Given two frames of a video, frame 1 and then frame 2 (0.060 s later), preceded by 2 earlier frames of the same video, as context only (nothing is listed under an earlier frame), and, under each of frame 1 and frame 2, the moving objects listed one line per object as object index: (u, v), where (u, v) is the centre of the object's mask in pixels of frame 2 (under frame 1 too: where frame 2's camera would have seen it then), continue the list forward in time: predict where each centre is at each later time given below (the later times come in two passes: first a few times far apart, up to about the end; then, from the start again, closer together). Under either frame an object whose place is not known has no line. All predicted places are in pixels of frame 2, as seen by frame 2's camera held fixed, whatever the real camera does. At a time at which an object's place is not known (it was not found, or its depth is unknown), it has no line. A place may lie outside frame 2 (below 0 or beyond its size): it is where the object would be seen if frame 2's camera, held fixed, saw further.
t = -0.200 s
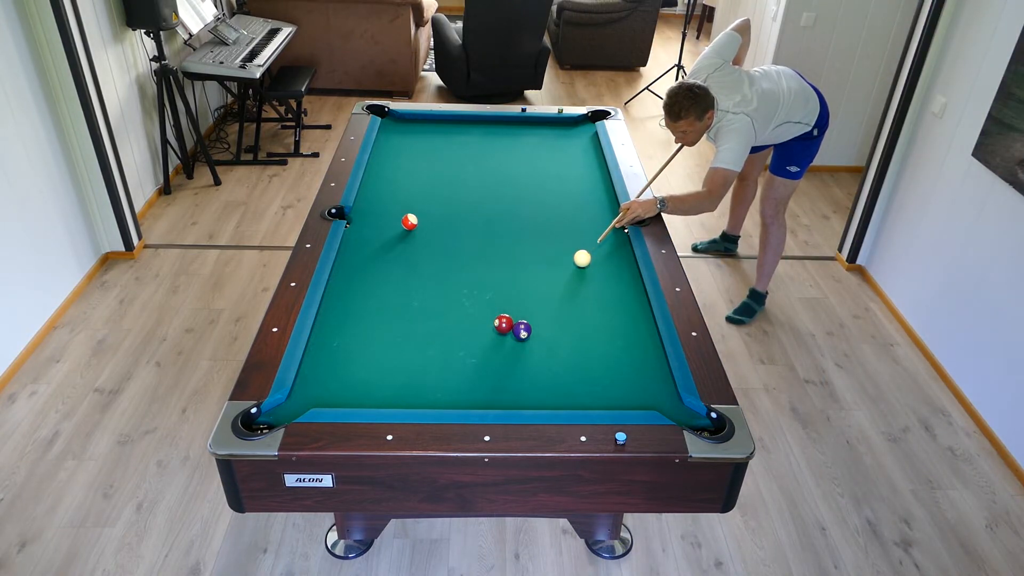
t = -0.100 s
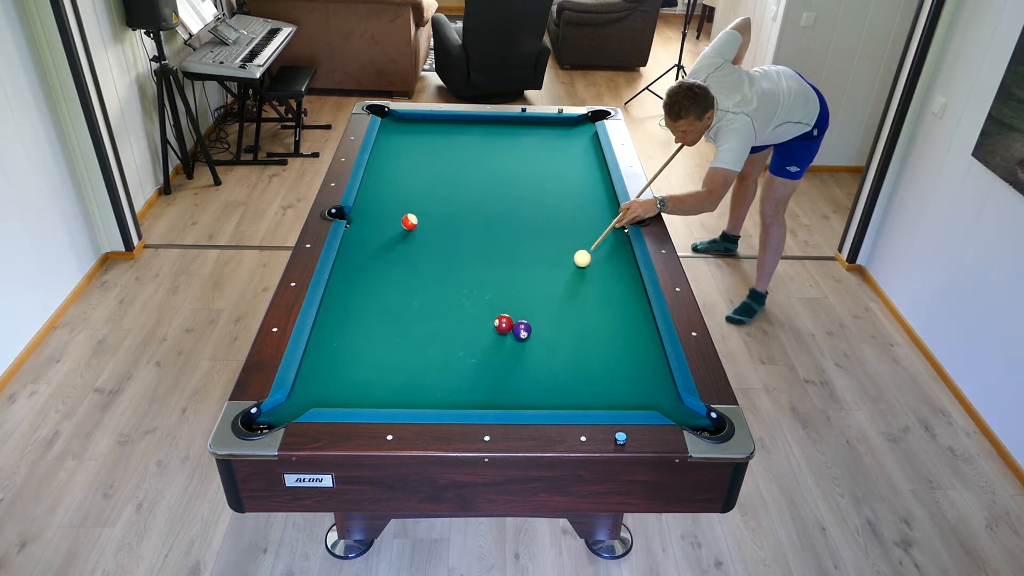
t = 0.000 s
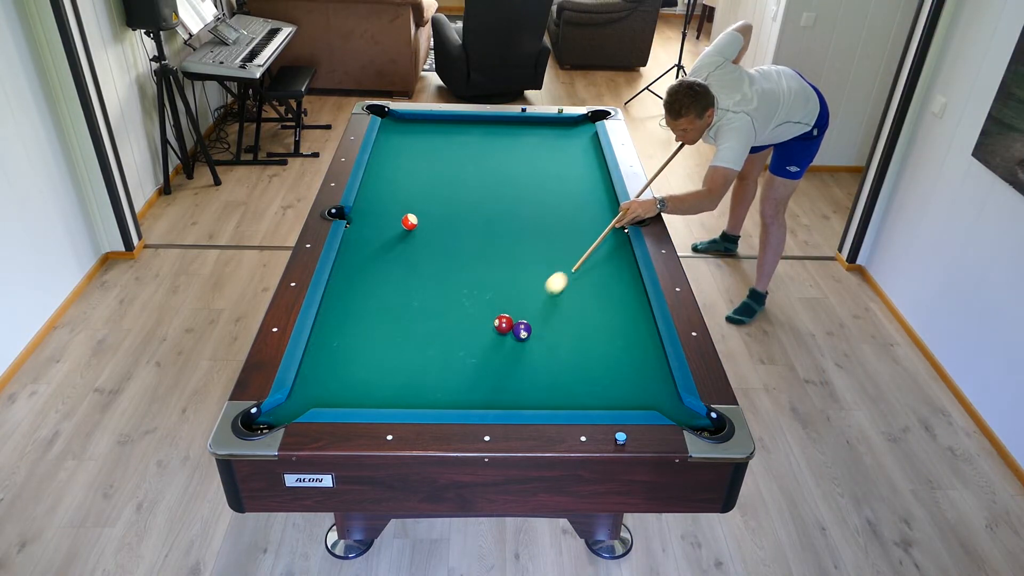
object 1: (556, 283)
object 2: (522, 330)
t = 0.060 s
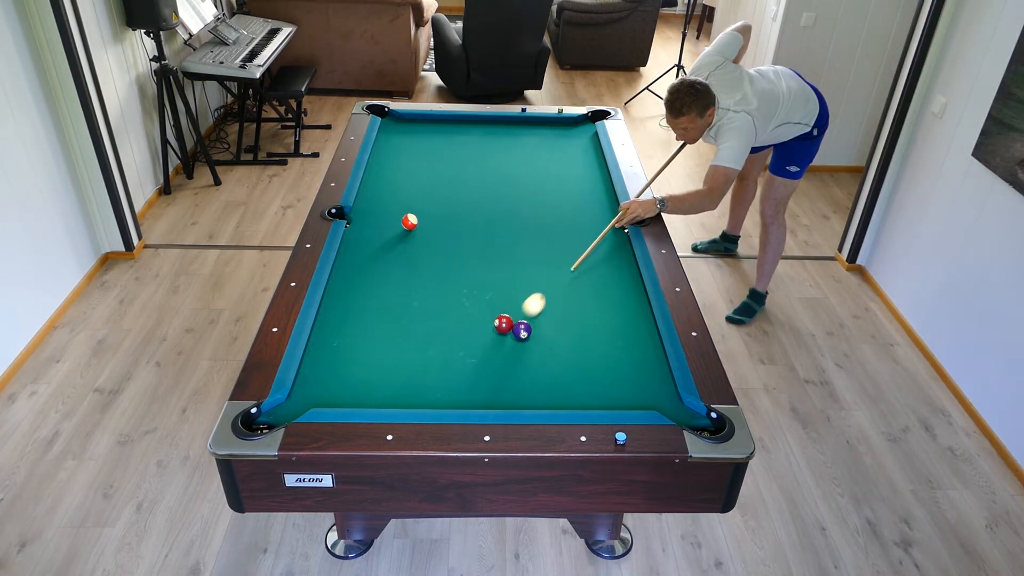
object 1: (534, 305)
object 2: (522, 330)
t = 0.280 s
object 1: (541, 313)
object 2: (528, 360)
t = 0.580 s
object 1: (571, 305)
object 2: (537, 402)
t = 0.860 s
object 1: (596, 297)
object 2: (540, 379)
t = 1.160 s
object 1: (620, 291)
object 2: (543, 358)
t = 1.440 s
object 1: (634, 285)
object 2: (545, 341)
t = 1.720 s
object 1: (623, 282)
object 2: (545, 326)
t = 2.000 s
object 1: (614, 279)
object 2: (545, 314)
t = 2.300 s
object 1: (606, 276)
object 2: (545, 303)
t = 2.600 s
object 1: (600, 275)
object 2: (543, 293)
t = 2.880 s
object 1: (596, 274)
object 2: (541, 287)
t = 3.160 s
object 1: (594, 273)
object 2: (539, 281)
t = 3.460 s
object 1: (593, 272)
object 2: (536, 277)
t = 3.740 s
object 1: (593, 272)
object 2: (534, 274)
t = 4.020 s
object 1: (593, 272)
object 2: (532, 272)
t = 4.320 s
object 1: (593, 272)
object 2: (530, 271)
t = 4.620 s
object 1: (593, 272)
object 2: (530, 271)
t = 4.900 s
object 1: (593, 272)
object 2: (530, 271)
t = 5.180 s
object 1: (593, 272)
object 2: (530, 271)
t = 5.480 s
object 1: (593, 272)
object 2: (530, 272)
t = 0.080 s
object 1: (527, 311)
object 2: (522, 330)
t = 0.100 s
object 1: (521, 316)
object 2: (522, 332)
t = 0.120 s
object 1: (523, 317)
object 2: (523, 335)
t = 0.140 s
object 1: (525, 317)
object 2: (523, 338)
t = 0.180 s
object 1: (530, 316)
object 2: (525, 344)
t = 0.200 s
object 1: (532, 316)
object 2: (525, 347)
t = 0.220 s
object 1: (534, 315)
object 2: (526, 350)
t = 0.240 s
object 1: (536, 314)
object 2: (527, 353)
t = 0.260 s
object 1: (539, 314)
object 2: (527, 356)
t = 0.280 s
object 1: (541, 313)
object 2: (528, 360)
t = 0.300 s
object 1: (543, 313)
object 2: (528, 362)
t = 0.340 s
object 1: (547, 312)
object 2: (530, 368)
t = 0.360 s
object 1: (549, 311)
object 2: (530, 372)
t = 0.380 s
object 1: (551, 310)
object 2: (531, 375)
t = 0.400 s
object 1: (553, 310)
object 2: (532, 378)
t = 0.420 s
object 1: (555, 309)
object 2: (532, 381)
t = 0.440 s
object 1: (557, 309)
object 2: (533, 384)
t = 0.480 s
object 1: (561, 308)
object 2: (534, 391)
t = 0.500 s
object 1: (563, 307)
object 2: (535, 394)
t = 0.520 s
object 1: (565, 306)
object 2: (536, 398)
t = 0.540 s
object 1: (567, 306)
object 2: (536, 400)
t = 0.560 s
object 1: (569, 305)
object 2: (537, 402)
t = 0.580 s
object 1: (571, 305)
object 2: (537, 402)
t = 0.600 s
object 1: (573, 304)
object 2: (537, 400)
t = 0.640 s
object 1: (577, 303)
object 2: (538, 397)
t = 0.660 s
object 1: (579, 303)
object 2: (538, 395)
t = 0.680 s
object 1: (580, 302)
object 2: (538, 394)
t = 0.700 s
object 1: (582, 302)
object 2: (539, 392)
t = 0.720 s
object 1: (584, 301)
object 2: (539, 391)
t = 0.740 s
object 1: (586, 301)
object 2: (539, 389)
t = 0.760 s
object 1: (587, 300)
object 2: (539, 387)
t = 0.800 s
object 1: (591, 299)
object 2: (540, 383)
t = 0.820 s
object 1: (593, 299)
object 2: (540, 382)
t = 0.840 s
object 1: (594, 298)
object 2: (540, 380)
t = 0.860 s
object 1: (596, 297)
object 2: (540, 379)
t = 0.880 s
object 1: (598, 297)
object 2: (540, 378)
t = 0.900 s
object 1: (599, 297)
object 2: (541, 376)
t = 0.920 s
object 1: (601, 296)
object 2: (541, 374)
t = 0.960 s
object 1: (604, 295)
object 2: (541, 372)
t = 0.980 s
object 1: (606, 295)
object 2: (542, 370)
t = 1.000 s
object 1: (607, 294)
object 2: (542, 369)
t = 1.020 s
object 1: (609, 294)
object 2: (542, 367)
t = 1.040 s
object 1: (611, 294)
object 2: (542, 366)
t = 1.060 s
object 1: (612, 293)
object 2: (542, 364)
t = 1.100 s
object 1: (615, 292)
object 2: (543, 362)
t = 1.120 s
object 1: (617, 292)
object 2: (543, 360)
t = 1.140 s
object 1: (618, 291)
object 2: (543, 359)
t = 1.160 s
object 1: (620, 291)
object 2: (543, 358)
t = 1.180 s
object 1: (621, 291)
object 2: (543, 357)
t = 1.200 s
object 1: (622, 290)
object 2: (543, 355)
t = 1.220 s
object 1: (624, 290)
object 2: (543, 354)
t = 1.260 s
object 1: (627, 289)
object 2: (544, 351)
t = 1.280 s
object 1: (628, 288)
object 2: (544, 350)
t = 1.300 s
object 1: (630, 288)
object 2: (544, 349)
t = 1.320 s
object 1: (631, 288)
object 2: (544, 347)
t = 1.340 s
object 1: (632, 287)
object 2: (544, 346)
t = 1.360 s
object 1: (634, 287)
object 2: (544, 345)
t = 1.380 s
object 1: (635, 286)
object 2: (544, 344)
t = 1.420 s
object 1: (635, 286)
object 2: (544, 342)
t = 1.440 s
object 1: (634, 285)
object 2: (545, 341)
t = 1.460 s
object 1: (633, 285)
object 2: (544, 340)
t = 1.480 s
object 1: (632, 285)
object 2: (545, 339)
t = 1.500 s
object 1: (631, 285)
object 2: (545, 337)
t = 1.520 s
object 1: (631, 284)
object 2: (545, 336)
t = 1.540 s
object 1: (630, 284)
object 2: (545, 335)
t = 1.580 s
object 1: (628, 284)
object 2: (545, 333)
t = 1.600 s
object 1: (628, 283)
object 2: (545, 332)
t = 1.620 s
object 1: (627, 283)
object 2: (545, 331)
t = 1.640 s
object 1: (626, 283)
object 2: (545, 330)
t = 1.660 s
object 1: (625, 283)
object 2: (545, 329)
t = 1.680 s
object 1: (625, 282)
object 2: (545, 328)
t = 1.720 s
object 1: (623, 282)
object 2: (545, 326)
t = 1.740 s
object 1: (623, 282)
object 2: (545, 325)
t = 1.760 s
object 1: (622, 281)
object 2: (545, 324)
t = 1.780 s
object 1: (621, 281)
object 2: (545, 323)
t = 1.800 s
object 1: (621, 281)
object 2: (545, 322)
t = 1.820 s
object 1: (620, 281)
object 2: (545, 321)
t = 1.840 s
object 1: (619, 281)
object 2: (545, 321)
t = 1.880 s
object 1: (618, 280)
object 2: (545, 319)
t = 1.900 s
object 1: (617, 280)
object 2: (545, 318)
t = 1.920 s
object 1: (617, 280)
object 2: (545, 317)
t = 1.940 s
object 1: (616, 279)
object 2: (545, 316)
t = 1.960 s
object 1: (615, 279)
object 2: (545, 315)
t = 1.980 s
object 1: (615, 279)
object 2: (545, 315)
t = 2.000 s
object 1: (614, 279)
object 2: (545, 314)
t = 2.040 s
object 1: (613, 278)
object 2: (545, 312)
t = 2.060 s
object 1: (613, 278)
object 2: (545, 312)
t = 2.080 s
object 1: (612, 278)
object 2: (545, 311)
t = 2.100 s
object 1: (611, 278)
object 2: (545, 310)
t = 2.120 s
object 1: (611, 278)
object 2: (545, 309)
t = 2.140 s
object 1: (610, 278)
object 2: (545, 308)
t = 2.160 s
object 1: (610, 277)
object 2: (545, 308)
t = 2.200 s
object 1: (609, 277)
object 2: (545, 306)
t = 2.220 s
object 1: (608, 277)
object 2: (545, 305)
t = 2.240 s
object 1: (608, 277)
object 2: (545, 305)
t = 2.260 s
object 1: (607, 277)
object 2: (545, 304)
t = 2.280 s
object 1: (607, 276)
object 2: (545, 303)
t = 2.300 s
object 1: (606, 276)
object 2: (545, 303)
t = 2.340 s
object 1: (606, 276)
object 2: (545, 301)
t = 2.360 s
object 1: (605, 276)
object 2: (545, 301)
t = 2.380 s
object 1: (605, 276)
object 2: (544, 300)
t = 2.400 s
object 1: (604, 276)
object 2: (544, 300)
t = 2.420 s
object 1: (604, 276)
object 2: (544, 299)
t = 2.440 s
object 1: (603, 276)
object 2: (544, 298)
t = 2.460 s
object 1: (603, 275)
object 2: (544, 298)
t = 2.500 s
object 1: (602, 275)
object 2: (544, 297)
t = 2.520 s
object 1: (602, 275)
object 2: (544, 296)
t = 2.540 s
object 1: (601, 275)
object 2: (544, 295)
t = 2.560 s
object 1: (601, 275)
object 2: (543, 295)
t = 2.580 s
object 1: (601, 275)
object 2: (543, 294)
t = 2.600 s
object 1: (600, 275)
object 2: (543, 293)
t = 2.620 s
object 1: (600, 275)
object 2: (543, 293)
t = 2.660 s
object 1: (599, 274)
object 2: (543, 292)
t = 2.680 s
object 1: (599, 274)
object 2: (543, 291)
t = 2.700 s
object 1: (599, 274)
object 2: (543, 291)
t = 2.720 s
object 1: (598, 274)
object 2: (542, 290)
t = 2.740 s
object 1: (598, 274)
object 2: (542, 290)
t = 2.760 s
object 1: (598, 274)
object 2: (542, 289)
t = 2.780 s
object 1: (598, 274)
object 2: (542, 289)
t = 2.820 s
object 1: (597, 274)
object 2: (542, 288)
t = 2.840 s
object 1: (597, 274)
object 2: (542, 287)
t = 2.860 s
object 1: (597, 274)
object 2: (541, 287)
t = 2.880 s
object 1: (596, 274)
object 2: (541, 287)
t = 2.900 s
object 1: (596, 274)
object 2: (541, 286)
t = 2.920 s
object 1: (596, 273)
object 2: (541, 286)
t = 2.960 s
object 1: (596, 273)
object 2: (541, 285)
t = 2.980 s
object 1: (595, 273)
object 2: (540, 284)
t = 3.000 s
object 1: (595, 273)
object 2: (540, 284)
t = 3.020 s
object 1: (595, 273)
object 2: (540, 284)
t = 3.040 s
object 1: (595, 273)
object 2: (540, 283)
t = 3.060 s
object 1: (595, 273)
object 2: (540, 283)
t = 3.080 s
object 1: (594, 273)
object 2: (540, 282)
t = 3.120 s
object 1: (594, 273)
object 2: (539, 282)
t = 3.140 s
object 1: (594, 273)
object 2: (539, 281)
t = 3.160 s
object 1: (594, 273)
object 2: (539, 281)
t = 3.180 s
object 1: (594, 273)
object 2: (539, 281)
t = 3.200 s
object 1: (594, 272)
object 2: (539, 280)
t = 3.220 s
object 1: (594, 272)
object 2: (538, 280)
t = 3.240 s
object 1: (594, 273)
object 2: (538, 280)
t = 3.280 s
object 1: (594, 272)
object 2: (538, 279)
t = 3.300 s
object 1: (593, 272)
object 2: (538, 279)
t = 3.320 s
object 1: (593, 272)
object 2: (538, 279)
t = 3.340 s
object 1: (593, 272)
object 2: (537, 278)
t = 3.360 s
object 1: (593, 272)
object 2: (537, 278)
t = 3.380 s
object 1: (593, 272)
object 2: (537, 278)
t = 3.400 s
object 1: (593, 272)
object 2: (537, 277)
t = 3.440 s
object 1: (593, 272)
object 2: (536, 277)
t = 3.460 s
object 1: (593, 272)
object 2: (536, 277)
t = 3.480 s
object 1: (593, 272)
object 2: (536, 276)
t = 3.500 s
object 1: (593, 272)
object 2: (536, 276)
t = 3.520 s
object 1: (593, 272)
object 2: (536, 276)
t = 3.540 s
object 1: (593, 272)
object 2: (536, 276)
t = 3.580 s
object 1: (593, 272)
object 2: (535, 275)
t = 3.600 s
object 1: (593, 272)
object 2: (535, 275)
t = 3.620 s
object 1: (593, 272)
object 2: (535, 275)
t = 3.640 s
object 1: (593, 272)
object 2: (535, 275)
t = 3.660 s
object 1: (593, 272)
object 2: (535, 274)
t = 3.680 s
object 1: (593, 272)
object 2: (534, 274)
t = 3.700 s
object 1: (593, 272)
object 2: (534, 274)
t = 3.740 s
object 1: (593, 272)
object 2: (534, 274)
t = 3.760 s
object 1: (593, 272)
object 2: (534, 274)
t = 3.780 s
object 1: (593, 272)
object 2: (534, 273)
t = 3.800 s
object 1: (593, 272)
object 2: (534, 273)
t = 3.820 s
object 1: (593, 272)
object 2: (533, 273)
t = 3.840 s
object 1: (593, 272)
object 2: (533, 273)
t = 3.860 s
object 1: (593, 272)
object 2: (533, 273)
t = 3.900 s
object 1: (593, 272)
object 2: (533, 273)
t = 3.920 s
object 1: (593, 272)
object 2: (533, 273)
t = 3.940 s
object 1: (593, 272)
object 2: (533, 273)
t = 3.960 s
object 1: (593, 272)
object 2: (532, 272)
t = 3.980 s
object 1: (593, 272)
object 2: (532, 272)
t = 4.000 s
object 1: (593, 272)
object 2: (532, 272)
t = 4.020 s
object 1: (593, 272)
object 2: (532, 272)
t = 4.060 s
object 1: (593, 272)
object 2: (532, 272)
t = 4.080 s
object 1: (593, 272)
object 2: (531, 272)
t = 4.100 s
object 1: (593, 272)
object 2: (531, 272)
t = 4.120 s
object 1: (593, 272)
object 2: (531, 272)
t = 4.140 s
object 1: (593, 272)
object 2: (531, 272)
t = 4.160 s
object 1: (593, 272)
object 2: (531, 272)
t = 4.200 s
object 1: (593, 272)
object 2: (531, 271)
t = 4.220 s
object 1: (593, 272)
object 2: (531, 271)
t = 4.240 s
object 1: (593, 272)
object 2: (531, 271)
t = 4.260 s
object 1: (593, 272)
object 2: (531, 271)
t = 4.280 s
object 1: (593, 272)
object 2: (530, 271)
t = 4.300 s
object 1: (593, 272)
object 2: (530, 271)
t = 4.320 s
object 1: (593, 272)
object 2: (530, 271)
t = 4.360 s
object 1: (593, 272)
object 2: (530, 271)
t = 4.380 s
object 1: (593, 272)
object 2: (530, 271)
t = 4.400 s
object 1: (593, 272)
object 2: (530, 271)
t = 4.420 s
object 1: (593, 272)
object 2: (530, 271)
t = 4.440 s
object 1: (593, 272)
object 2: (530, 271)
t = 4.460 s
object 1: (593, 272)
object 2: (530, 271)
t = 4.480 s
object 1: (593, 272)
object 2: (530, 271)
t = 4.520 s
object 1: (593, 272)
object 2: (530, 271)
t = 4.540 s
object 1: (593, 272)
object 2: (530, 271)
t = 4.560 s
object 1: (593, 272)
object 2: (530, 271)
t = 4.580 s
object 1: (593, 272)
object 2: (530, 271)
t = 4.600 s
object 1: (593, 272)
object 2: (530, 271)
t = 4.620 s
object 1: (593, 272)
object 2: (530, 271)
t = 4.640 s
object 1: (593, 272)
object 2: (530, 271)
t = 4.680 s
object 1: (593, 272)
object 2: (530, 271)
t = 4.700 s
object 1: (593, 272)
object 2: (530, 271)
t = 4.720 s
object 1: (593, 272)
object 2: (530, 271)
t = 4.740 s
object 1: (593, 272)
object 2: (530, 271)
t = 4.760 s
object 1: (593, 272)
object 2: (530, 271)
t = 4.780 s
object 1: (593, 272)
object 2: (530, 271)
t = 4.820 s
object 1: (593, 272)
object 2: (530, 271)
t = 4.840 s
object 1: (593, 272)
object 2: (530, 271)
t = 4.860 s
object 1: (593, 272)
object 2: (530, 271)
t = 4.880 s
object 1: (593, 272)
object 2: (530, 271)
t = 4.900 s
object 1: (593, 272)
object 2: (530, 271)
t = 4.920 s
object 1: (593, 272)
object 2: (530, 271)
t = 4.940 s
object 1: (593, 272)
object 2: (530, 271)
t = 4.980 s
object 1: (593, 272)
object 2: (530, 271)
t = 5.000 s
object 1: (593, 272)
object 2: (530, 271)
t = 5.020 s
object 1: (593, 272)
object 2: (530, 271)
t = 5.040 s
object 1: (593, 272)
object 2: (530, 271)
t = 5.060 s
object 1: (593, 272)
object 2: (530, 271)
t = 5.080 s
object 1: (593, 272)
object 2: (530, 271)
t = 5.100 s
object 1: (593, 272)
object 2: (530, 271)
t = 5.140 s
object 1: (593, 272)
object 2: (530, 271)
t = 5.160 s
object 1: (593, 272)
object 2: (530, 271)
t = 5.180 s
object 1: (593, 272)
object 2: (530, 271)
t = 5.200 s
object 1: (593, 272)
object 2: (530, 271)
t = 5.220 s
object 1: (593, 272)
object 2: (530, 271)
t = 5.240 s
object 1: (593, 272)
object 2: (530, 271)
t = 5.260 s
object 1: (593, 272)
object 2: (530, 271)
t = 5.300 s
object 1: (593, 272)
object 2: (530, 271)
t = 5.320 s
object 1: (593, 272)
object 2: (530, 271)
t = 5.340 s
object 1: (593, 272)
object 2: (530, 271)
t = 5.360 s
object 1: (593, 272)
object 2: (530, 271)
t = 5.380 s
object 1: (593, 272)
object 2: (530, 271)
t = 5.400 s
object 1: (593, 272)
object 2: (530, 271)
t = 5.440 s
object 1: (593, 272)
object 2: (530, 271)
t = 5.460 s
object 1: (593, 272)
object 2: (530, 271)
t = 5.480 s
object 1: (593, 272)
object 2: (530, 272)
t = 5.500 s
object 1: (593, 272)
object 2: (530, 272)
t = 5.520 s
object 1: (593, 272)
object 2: (530, 272)
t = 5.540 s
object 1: (593, 272)
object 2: (530, 272)
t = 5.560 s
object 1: (593, 272)
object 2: (530, 271)
